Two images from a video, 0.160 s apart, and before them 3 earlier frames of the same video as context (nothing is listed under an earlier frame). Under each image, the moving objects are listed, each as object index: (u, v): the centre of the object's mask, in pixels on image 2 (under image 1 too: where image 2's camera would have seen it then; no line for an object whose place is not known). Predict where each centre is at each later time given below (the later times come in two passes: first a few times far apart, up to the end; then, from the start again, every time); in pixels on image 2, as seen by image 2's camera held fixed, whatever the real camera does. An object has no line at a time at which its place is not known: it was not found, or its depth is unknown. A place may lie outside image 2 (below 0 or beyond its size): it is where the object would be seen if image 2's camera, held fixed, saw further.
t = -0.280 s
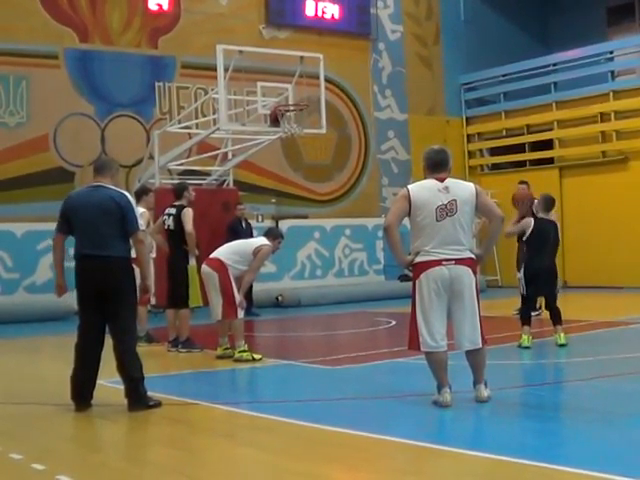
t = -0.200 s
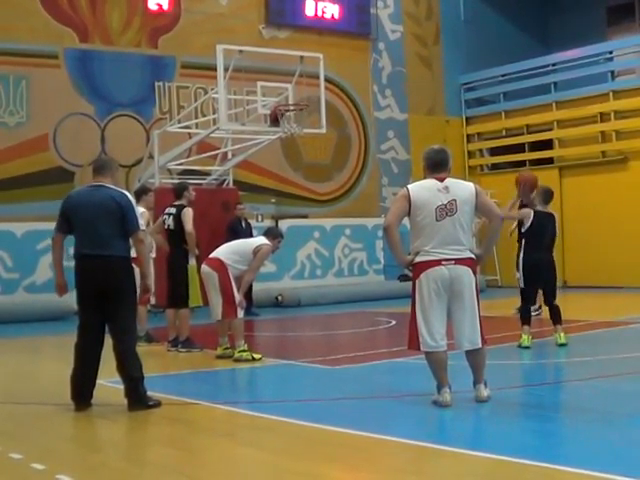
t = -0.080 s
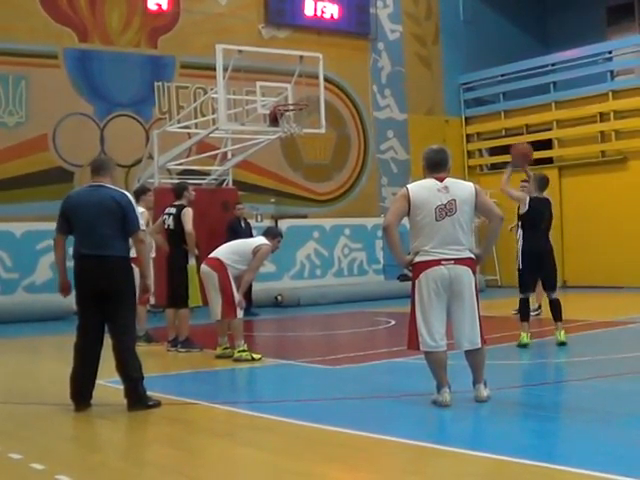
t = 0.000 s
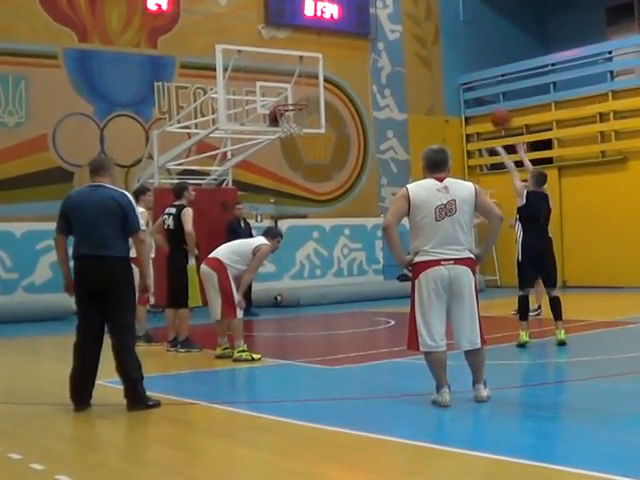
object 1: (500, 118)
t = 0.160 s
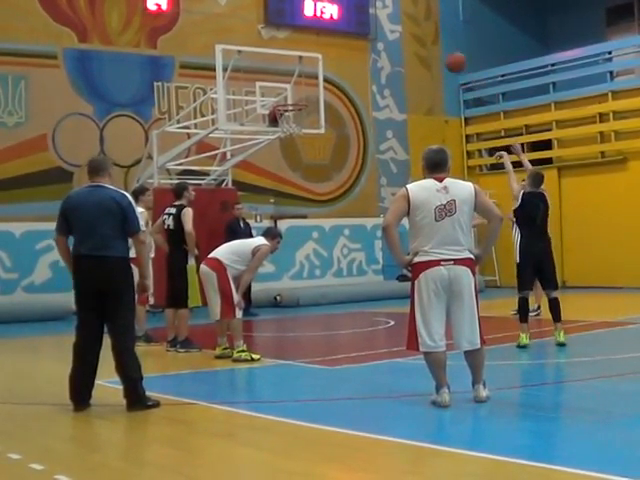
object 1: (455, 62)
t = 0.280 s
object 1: (426, 38)
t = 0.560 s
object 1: (367, 28)
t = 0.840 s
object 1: (318, 74)
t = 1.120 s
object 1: (306, 90)
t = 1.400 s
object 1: (338, 98)
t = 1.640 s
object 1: (368, 146)
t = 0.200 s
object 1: (445, 52)
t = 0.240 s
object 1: (436, 45)
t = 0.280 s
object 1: (426, 38)
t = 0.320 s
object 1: (417, 33)
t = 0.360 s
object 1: (408, 29)
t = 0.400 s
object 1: (399, 26)
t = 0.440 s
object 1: (390, 25)
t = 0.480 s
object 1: (383, 25)
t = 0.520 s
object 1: (374, 27)
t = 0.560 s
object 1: (367, 28)
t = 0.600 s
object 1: (359, 32)
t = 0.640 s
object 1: (353, 36)
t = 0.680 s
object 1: (346, 42)
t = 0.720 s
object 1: (339, 48)
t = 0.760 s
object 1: (332, 56)
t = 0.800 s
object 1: (325, 65)
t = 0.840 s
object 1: (318, 74)
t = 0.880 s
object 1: (313, 84)
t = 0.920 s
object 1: (306, 97)
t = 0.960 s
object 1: (303, 99)
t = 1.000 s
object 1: (303, 98)
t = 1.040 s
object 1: (302, 95)
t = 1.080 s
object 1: (302, 93)
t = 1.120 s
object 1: (306, 90)
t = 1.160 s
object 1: (311, 88)
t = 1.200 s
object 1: (315, 87)
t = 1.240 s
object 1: (320, 87)
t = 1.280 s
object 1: (324, 88)
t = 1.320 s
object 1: (329, 90)
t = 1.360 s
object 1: (333, 93)
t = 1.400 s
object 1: (338, 98)
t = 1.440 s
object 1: (343, 104)
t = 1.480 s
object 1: (348, 110)
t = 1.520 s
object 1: (352, 118)
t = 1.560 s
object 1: (357, 126)
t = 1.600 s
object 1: (363, 136)
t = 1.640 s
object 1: (368, 146)
